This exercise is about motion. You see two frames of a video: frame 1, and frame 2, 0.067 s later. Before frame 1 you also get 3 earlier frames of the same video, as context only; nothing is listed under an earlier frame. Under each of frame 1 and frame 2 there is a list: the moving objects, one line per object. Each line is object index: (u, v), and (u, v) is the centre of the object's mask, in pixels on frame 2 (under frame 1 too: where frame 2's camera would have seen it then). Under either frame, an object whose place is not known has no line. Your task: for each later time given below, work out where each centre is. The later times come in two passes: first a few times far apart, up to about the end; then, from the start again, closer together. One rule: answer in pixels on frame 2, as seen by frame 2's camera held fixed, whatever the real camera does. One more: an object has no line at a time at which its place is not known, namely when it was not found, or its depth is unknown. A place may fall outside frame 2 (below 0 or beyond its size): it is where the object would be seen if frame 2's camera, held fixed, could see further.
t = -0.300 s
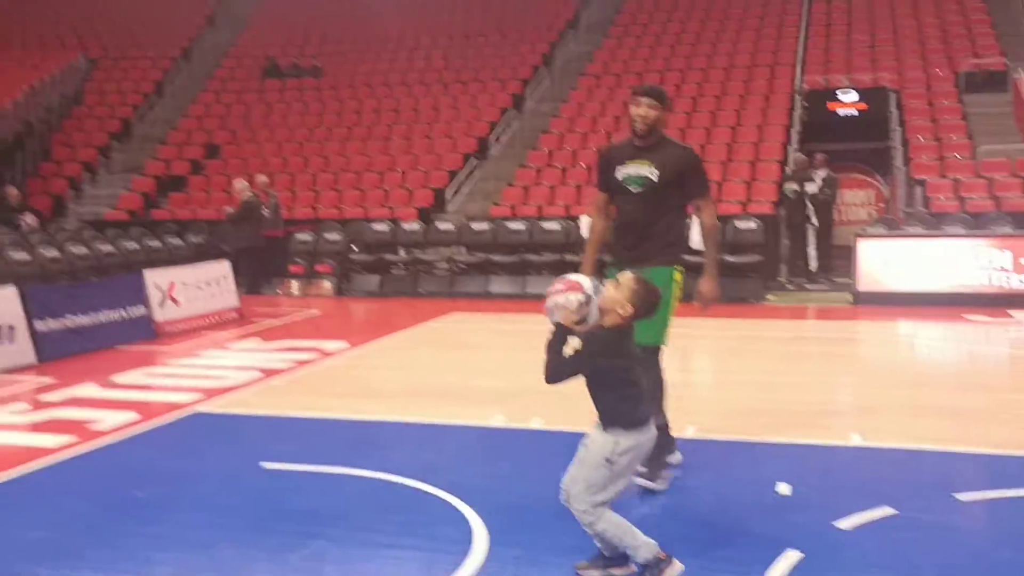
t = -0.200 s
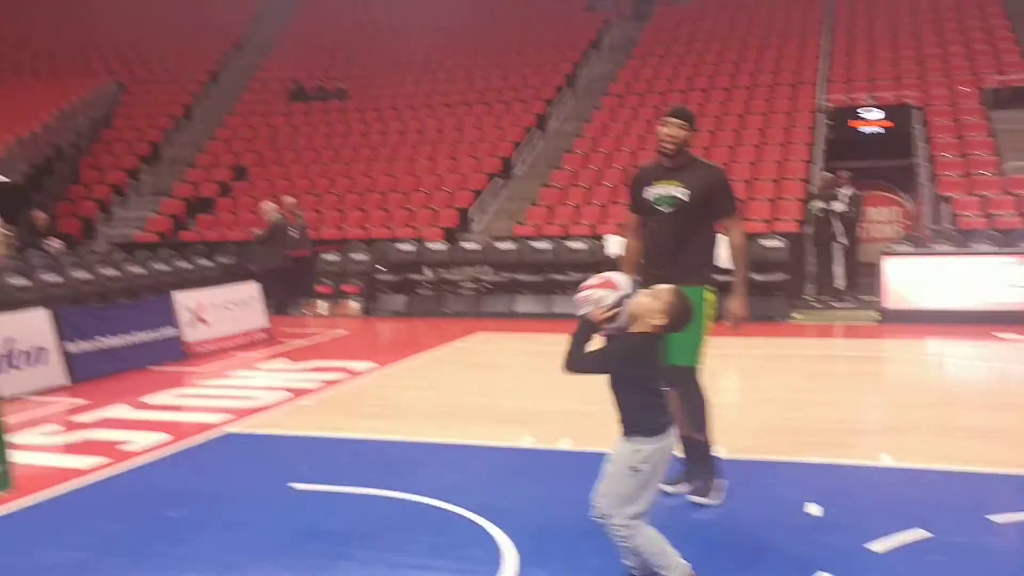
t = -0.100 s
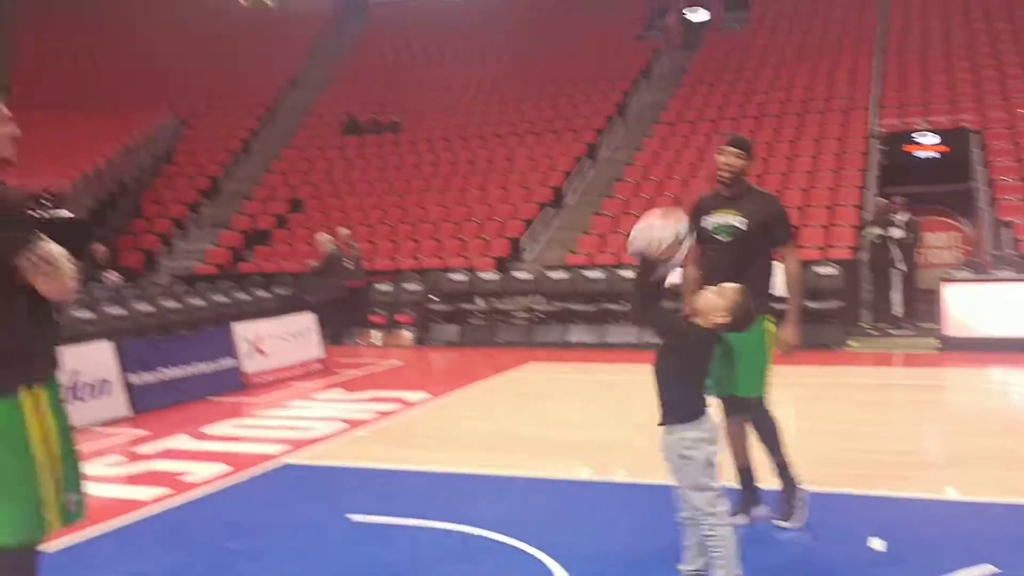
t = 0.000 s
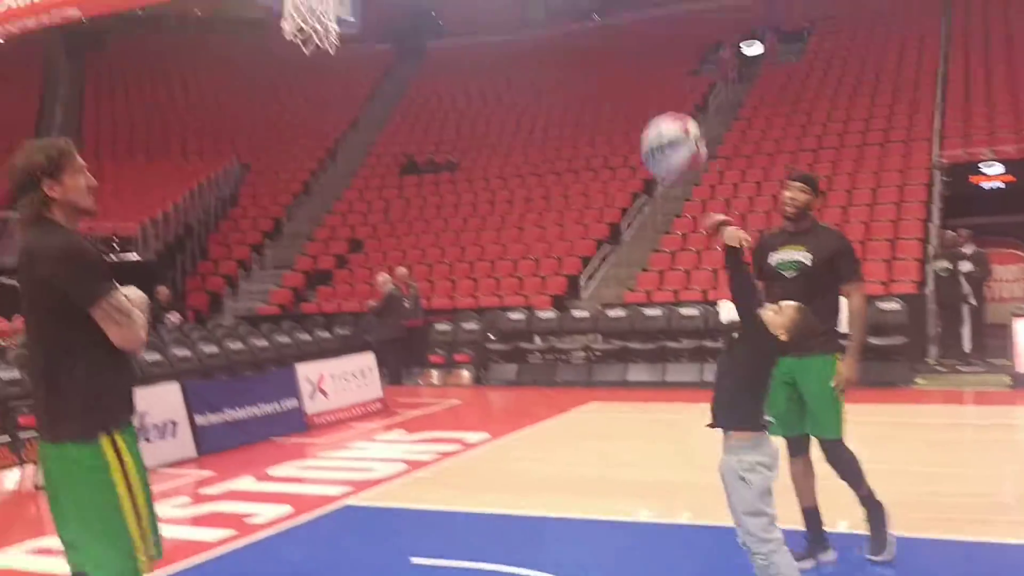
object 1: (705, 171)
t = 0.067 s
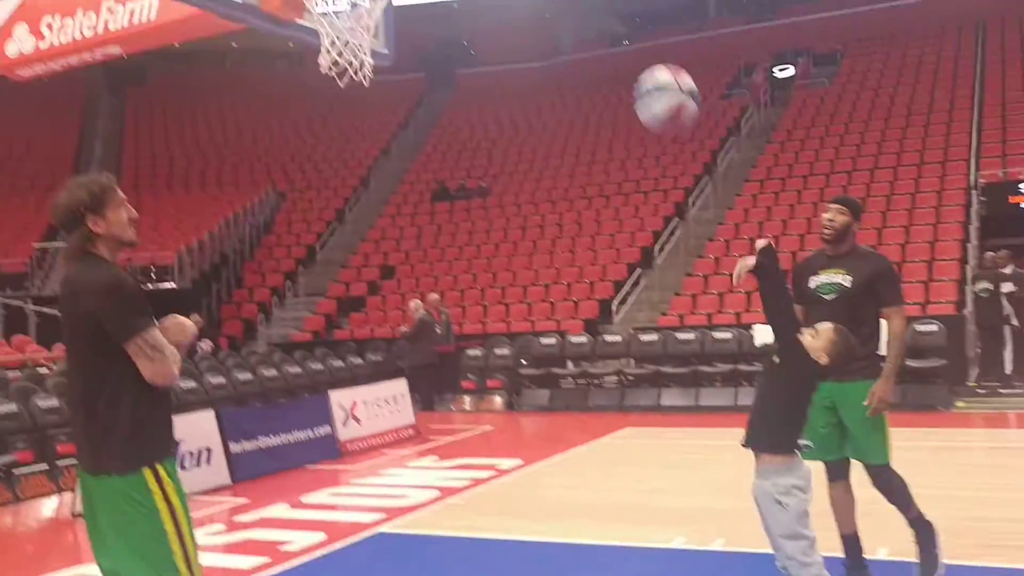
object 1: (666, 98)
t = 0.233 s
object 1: (576, -22)
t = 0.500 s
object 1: (449, -83)
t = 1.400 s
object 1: (367, 182)
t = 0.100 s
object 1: (646, 68)
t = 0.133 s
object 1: (627, 39)
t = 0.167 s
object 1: (610, 13)
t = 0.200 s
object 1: (593, -4)
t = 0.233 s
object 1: (576, -22)
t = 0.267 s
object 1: (559, -37)
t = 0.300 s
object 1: (541, -49)
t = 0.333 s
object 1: (526, -57)
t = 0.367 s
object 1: (512, -68)
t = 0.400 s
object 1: (494, -75)
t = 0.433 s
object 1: (478, -81)
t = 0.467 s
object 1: (463, -85)
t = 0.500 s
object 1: (449, -83)
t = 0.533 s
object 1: (434, -78)
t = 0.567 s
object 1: (420, -70)
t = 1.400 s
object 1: (367, 182)
